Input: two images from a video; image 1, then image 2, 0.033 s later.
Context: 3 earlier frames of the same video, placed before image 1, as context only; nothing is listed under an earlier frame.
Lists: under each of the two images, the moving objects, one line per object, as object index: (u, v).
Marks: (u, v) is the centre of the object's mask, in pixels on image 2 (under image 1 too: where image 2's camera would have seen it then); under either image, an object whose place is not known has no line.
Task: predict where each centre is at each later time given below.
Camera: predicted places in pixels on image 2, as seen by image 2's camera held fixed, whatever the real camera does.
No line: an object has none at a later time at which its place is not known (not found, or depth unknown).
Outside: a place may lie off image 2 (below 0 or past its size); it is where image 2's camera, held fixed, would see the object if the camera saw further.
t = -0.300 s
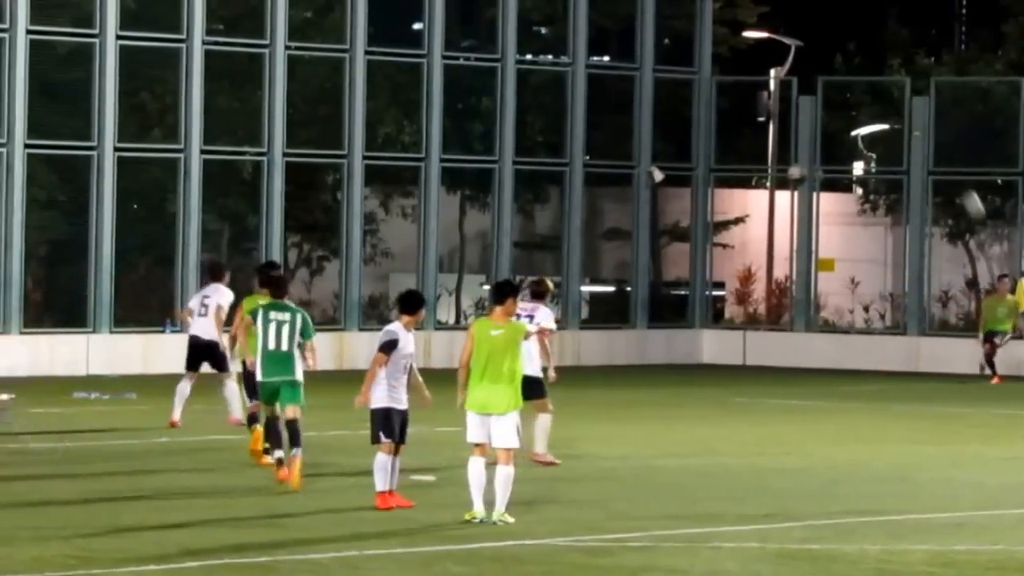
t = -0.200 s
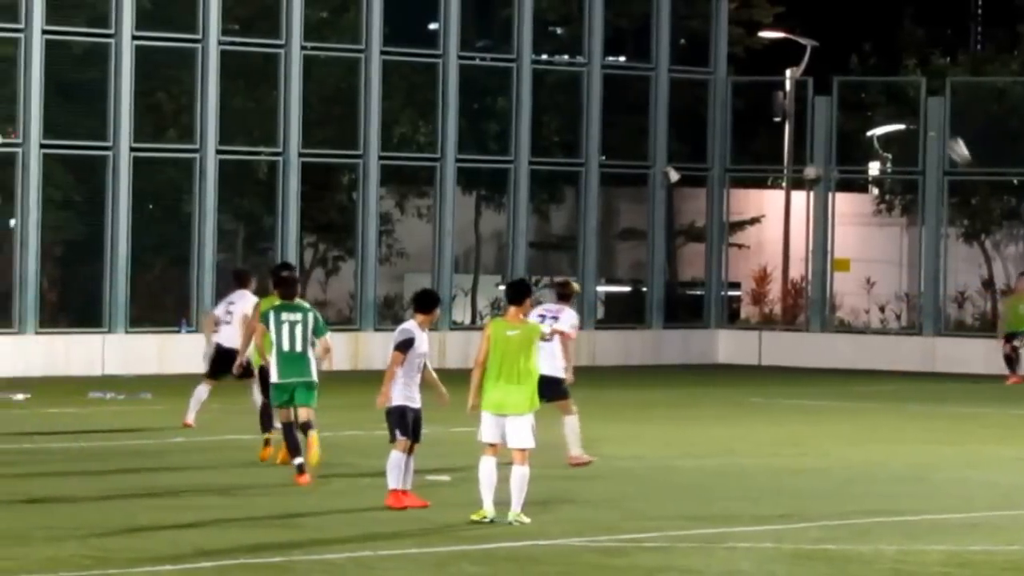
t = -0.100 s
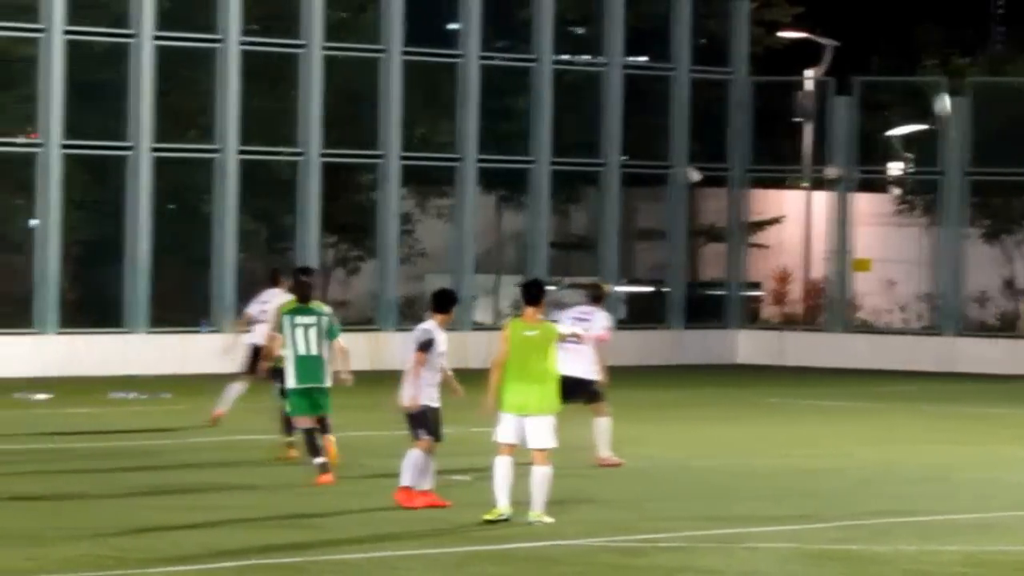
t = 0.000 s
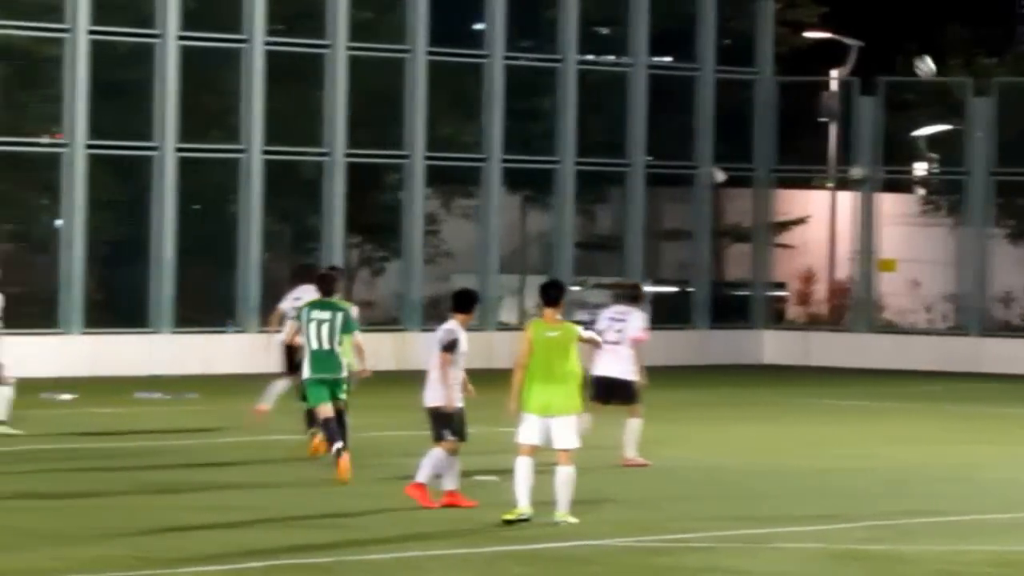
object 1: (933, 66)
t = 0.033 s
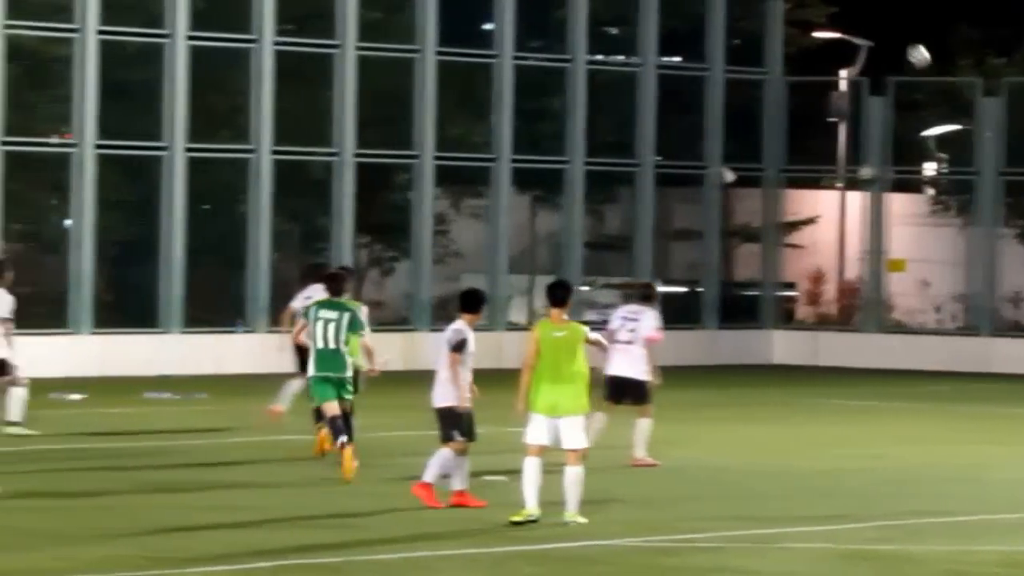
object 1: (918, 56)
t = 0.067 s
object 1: (903, 46)
